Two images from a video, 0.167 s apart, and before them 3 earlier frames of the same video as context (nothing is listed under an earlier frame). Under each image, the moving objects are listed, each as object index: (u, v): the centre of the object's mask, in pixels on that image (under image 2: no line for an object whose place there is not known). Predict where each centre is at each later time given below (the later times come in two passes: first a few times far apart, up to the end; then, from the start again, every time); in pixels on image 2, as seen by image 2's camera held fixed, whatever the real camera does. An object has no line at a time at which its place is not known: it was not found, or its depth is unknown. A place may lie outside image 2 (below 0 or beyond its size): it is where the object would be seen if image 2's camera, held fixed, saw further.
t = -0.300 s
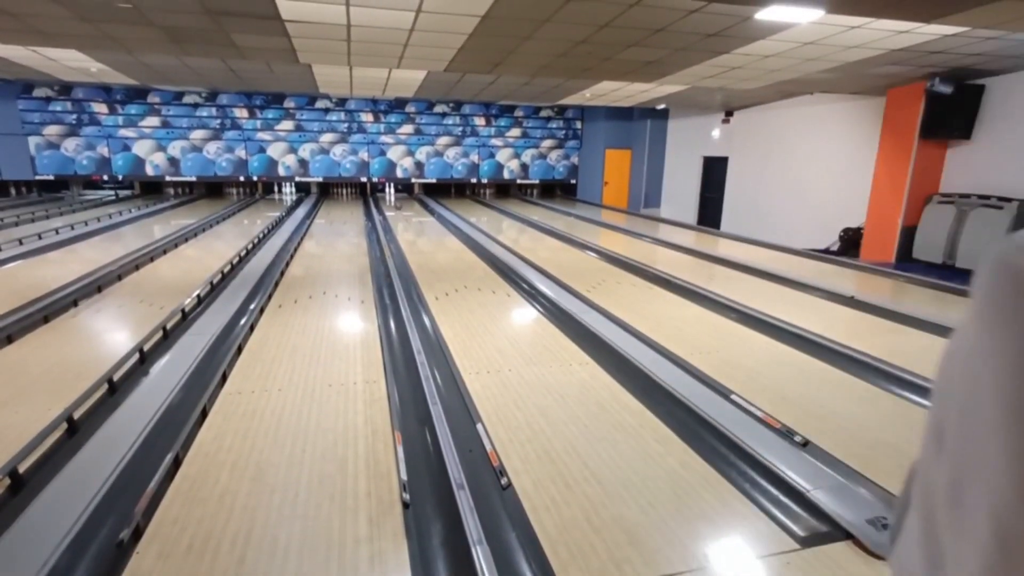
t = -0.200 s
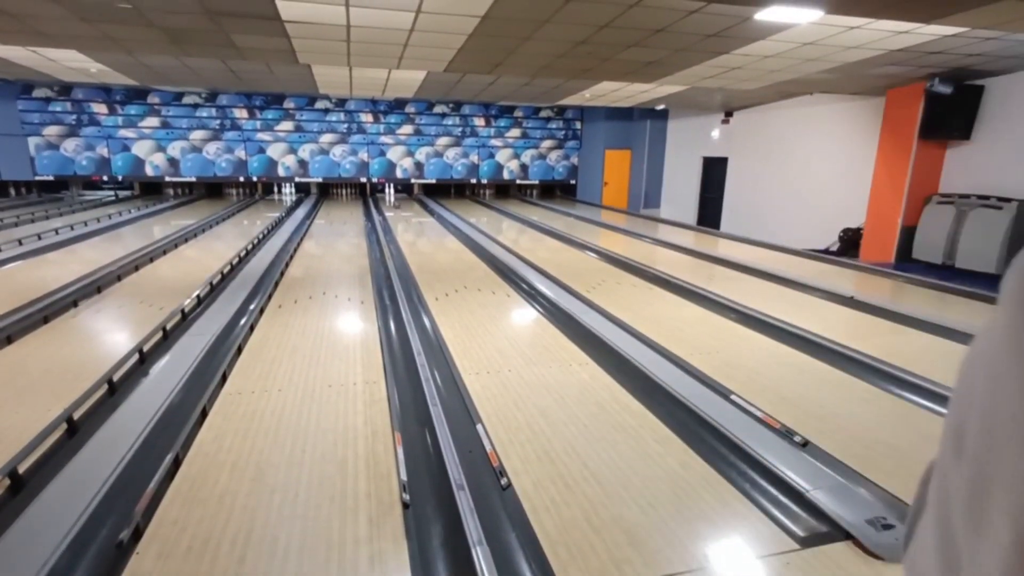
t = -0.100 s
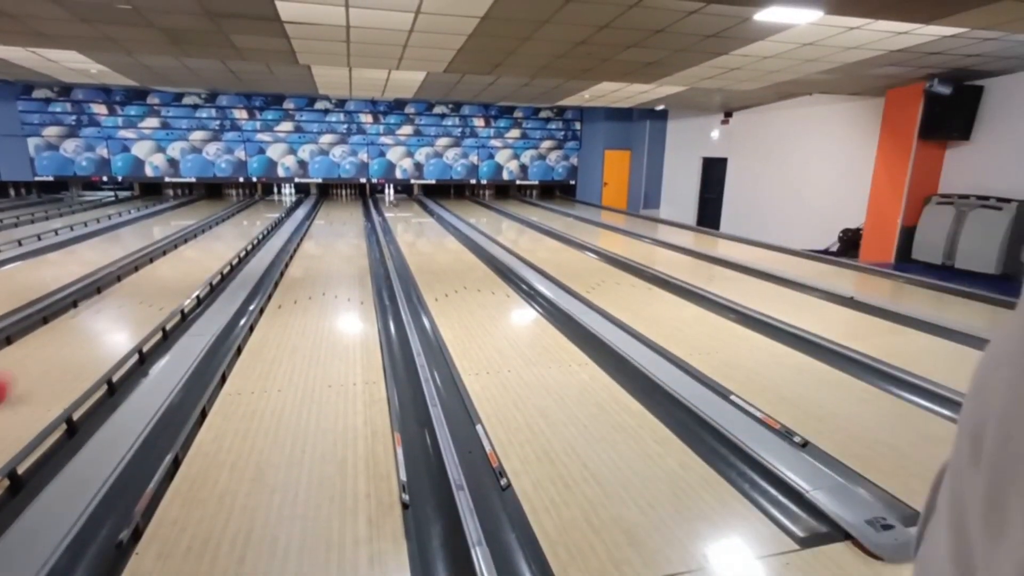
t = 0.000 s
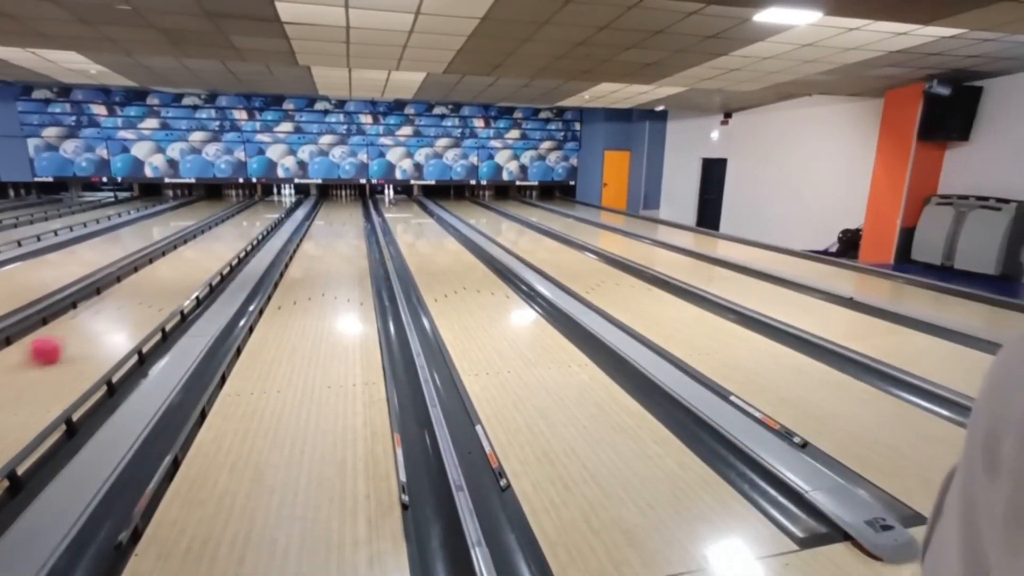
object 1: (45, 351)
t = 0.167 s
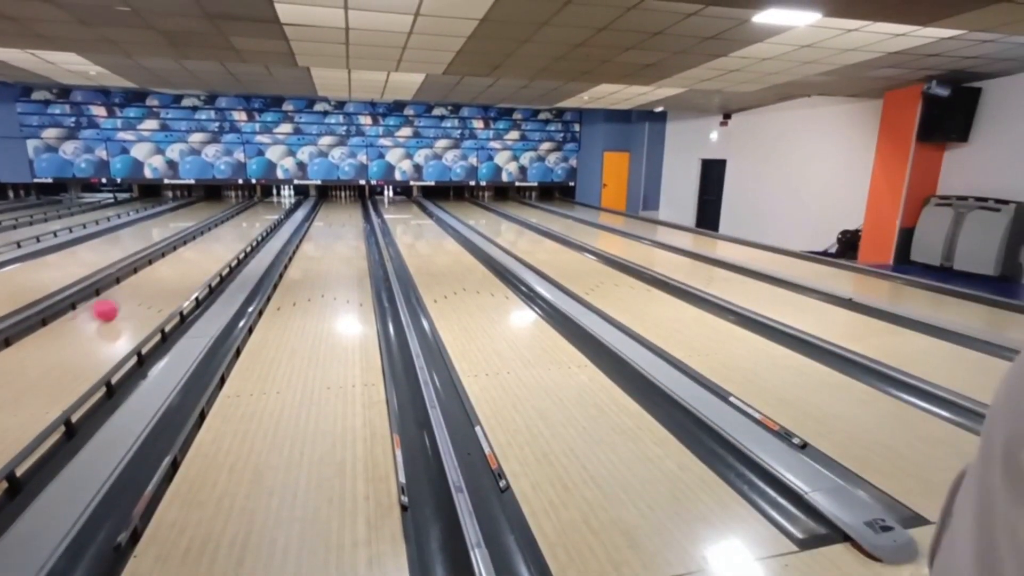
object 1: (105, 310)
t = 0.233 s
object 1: (123, 299)
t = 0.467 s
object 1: (166, 269)
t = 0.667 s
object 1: (190, 252)
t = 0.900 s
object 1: (210, 238)
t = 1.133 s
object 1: (223, 228)
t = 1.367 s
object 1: (233, 221)
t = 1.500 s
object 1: (237, 217)
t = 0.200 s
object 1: (114, 304)
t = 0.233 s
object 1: (123, 299)
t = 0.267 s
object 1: (131, 293)
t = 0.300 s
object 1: (138, 288)
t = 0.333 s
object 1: (144, 284)
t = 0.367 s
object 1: (150, 280)
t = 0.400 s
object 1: (156, 276)
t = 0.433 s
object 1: (161, 272)
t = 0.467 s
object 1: (166, 269)
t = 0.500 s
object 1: (171, 265)
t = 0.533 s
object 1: (175, 262)
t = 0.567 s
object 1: (179, 259)
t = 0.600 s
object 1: (183, 257)
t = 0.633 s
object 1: (187, 254)
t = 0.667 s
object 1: (190, 252)
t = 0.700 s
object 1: (193, 249)
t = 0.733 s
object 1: (196, 247)
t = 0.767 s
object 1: (199, 245)
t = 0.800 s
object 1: (202, 243)
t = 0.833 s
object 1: (204, 242)
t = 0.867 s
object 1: (207, 240)
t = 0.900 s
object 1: (210, 238)
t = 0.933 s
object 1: (212, 237)
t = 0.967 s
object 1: (214, 235)
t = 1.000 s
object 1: (216, 233)
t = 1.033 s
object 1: (218, 232)
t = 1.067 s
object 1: (220, 231)
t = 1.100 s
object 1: (221, 230)
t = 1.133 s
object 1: (223, 228)
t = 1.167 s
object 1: (225, 227)
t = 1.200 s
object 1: (226, 226)
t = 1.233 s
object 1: (228, 225)
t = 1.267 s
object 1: (230, 224)
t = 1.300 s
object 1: (231, 223)
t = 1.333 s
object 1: (232, 222)
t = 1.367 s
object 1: (233, 221)
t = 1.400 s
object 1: (234, 221)
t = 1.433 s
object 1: (234, 219)
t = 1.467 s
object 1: (235, 218)
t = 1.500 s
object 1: (237, 217)
